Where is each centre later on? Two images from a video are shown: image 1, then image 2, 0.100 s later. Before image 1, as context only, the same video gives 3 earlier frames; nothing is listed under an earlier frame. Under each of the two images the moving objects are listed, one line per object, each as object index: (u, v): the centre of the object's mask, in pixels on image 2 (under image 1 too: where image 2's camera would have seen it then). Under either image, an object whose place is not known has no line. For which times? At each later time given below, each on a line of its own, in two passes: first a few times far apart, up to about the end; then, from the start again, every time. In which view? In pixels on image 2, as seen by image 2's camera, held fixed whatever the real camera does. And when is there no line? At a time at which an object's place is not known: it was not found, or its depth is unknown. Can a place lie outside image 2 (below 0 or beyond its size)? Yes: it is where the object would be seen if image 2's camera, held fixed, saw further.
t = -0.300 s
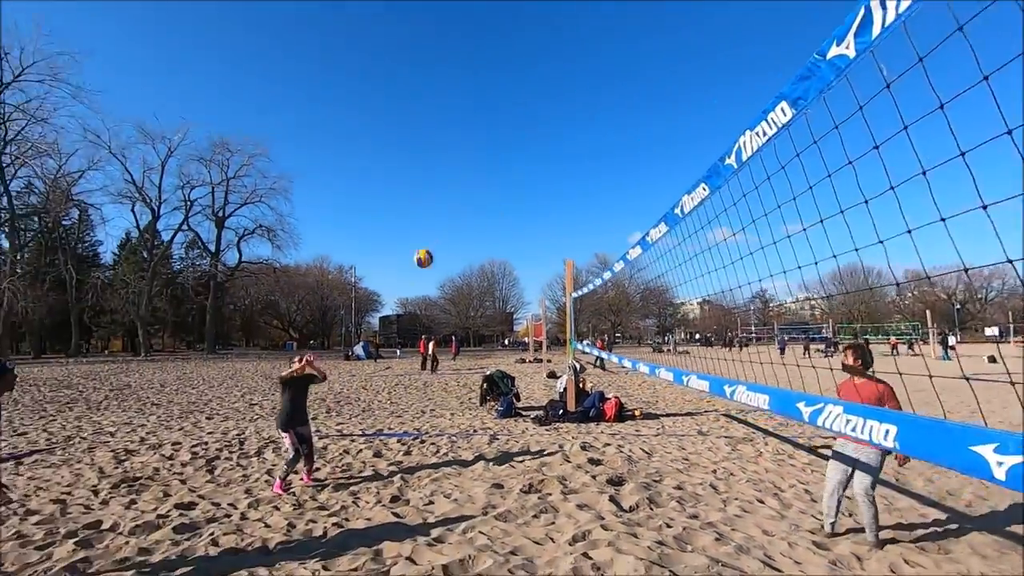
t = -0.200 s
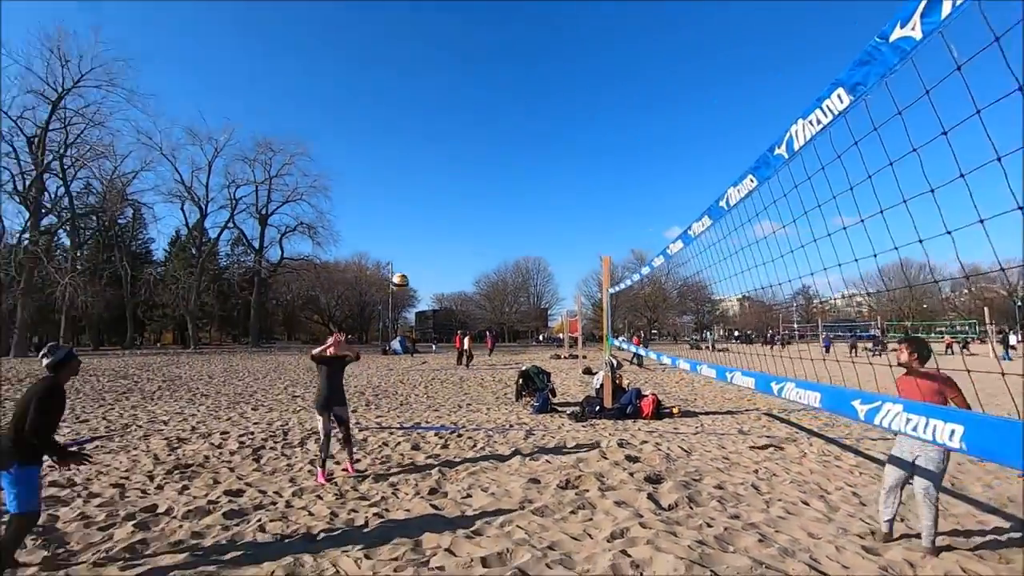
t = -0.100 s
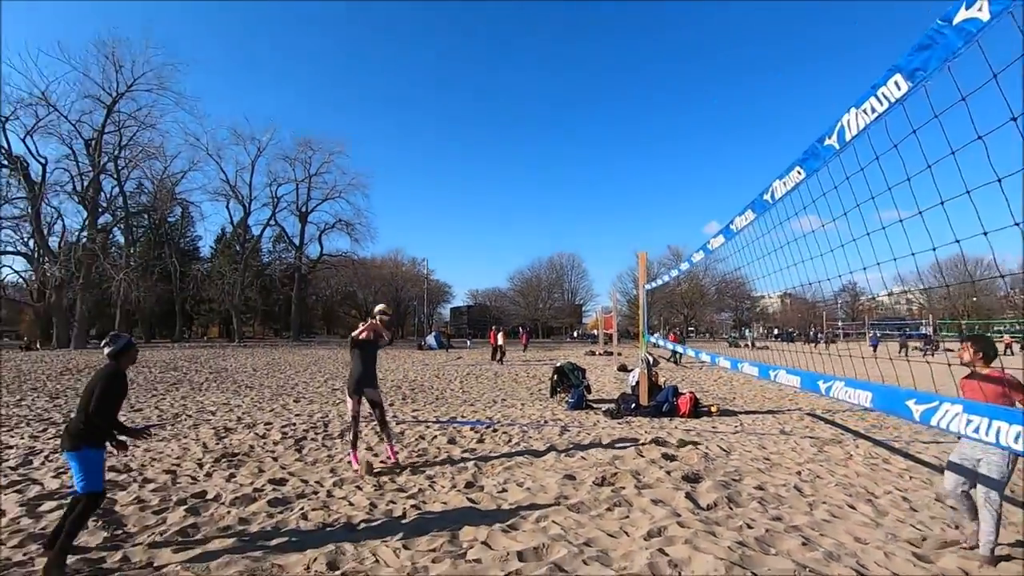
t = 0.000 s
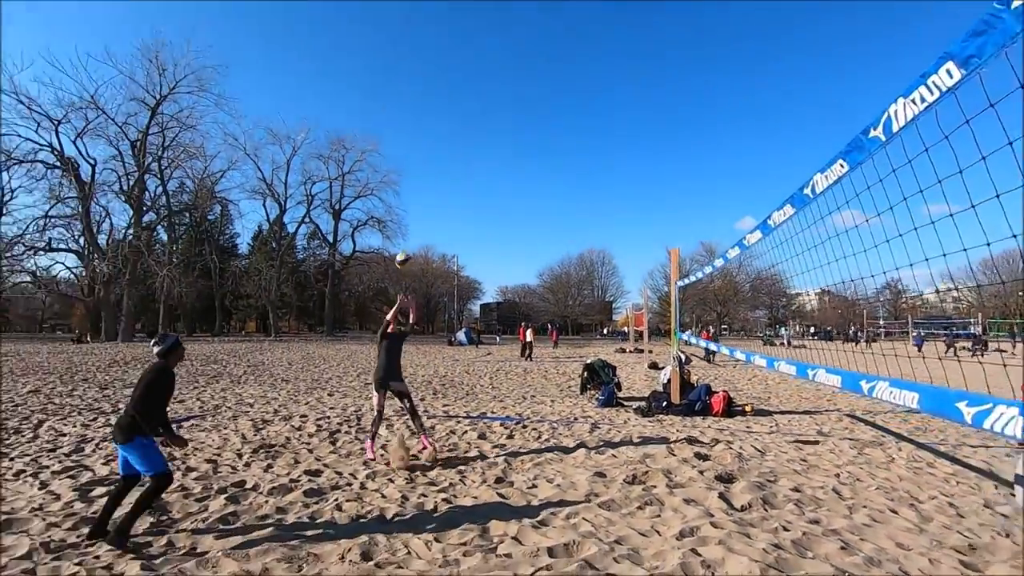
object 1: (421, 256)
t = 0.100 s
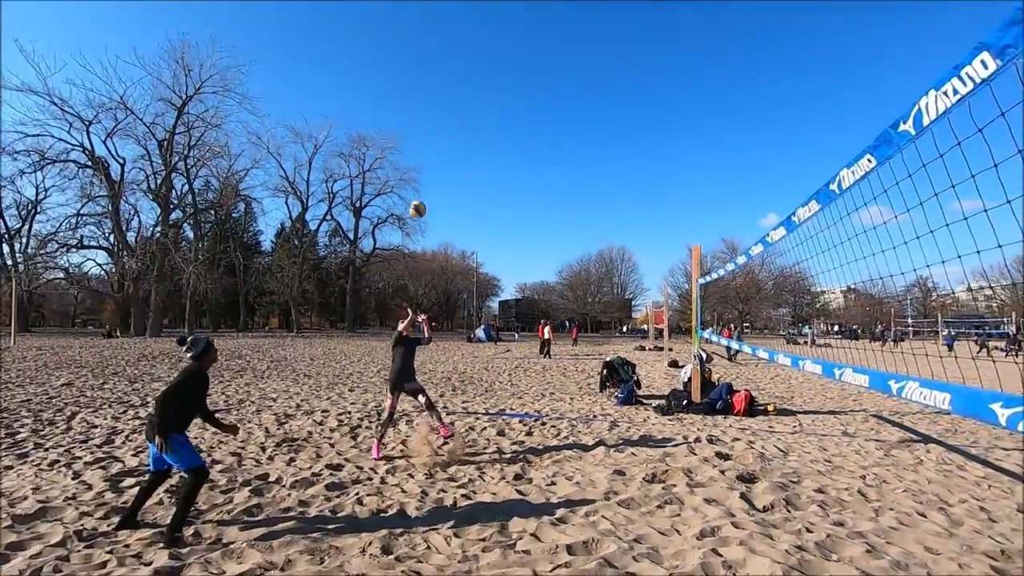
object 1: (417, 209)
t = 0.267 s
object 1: (406, 145)
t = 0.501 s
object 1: (390, 91)
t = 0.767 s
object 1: (375, 82)
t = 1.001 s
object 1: (361, 121)
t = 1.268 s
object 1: (349, 225)
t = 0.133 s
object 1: (415, 194)
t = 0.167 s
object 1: (412, 180)
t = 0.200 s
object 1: (411, 168)
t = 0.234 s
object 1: (408, 156)
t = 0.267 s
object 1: (406, 145)
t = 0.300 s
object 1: (404, 134)
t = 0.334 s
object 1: (402, 125)
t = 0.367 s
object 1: (399, 116)
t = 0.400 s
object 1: (397, 109)
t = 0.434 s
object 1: (395, 102)
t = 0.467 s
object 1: (393, 96)
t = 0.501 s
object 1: (390, 91)
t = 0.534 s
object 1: (388, 87)
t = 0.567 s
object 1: (387, 84)
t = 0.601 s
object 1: (385, 81)
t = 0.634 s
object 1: (383, 79)
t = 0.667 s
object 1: (381, 78)
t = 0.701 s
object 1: (379, 78)
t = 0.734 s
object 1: (377, 79)
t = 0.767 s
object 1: (375, 82)
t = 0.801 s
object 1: (373, 85)
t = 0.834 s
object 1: (371, 88)
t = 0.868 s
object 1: (369, 93)
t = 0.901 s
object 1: (367, 98)
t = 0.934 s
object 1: (365, 105)
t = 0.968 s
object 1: (363, 112)
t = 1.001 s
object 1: (361, 121)
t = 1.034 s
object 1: (360, 130)
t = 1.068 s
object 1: (358, 141)
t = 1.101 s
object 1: (357, 152)
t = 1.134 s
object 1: (355, 165)
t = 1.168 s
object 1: (352, 178)
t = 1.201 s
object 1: (351, 193)
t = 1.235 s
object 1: (350, 208)
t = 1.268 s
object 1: (349, 225)
